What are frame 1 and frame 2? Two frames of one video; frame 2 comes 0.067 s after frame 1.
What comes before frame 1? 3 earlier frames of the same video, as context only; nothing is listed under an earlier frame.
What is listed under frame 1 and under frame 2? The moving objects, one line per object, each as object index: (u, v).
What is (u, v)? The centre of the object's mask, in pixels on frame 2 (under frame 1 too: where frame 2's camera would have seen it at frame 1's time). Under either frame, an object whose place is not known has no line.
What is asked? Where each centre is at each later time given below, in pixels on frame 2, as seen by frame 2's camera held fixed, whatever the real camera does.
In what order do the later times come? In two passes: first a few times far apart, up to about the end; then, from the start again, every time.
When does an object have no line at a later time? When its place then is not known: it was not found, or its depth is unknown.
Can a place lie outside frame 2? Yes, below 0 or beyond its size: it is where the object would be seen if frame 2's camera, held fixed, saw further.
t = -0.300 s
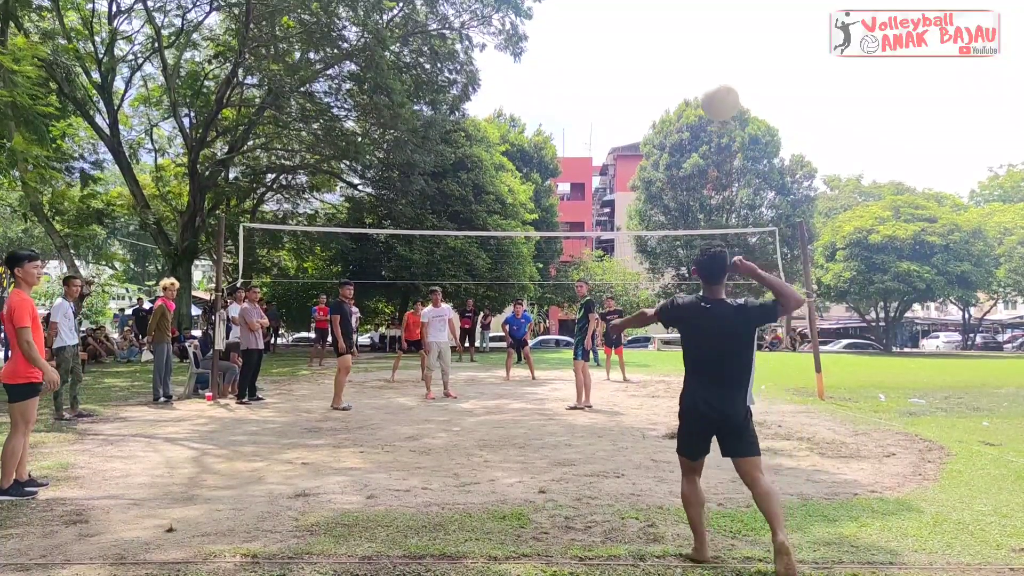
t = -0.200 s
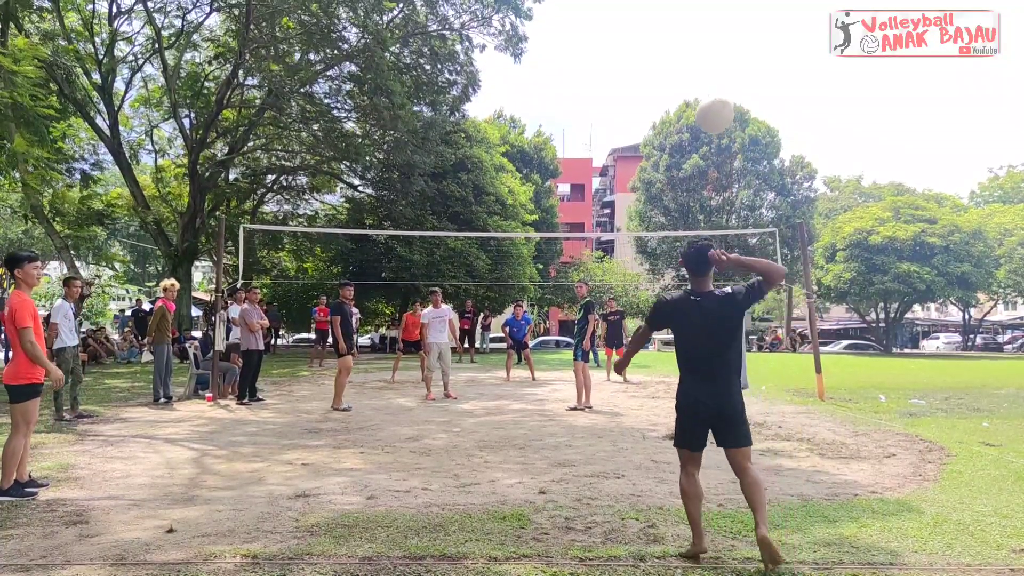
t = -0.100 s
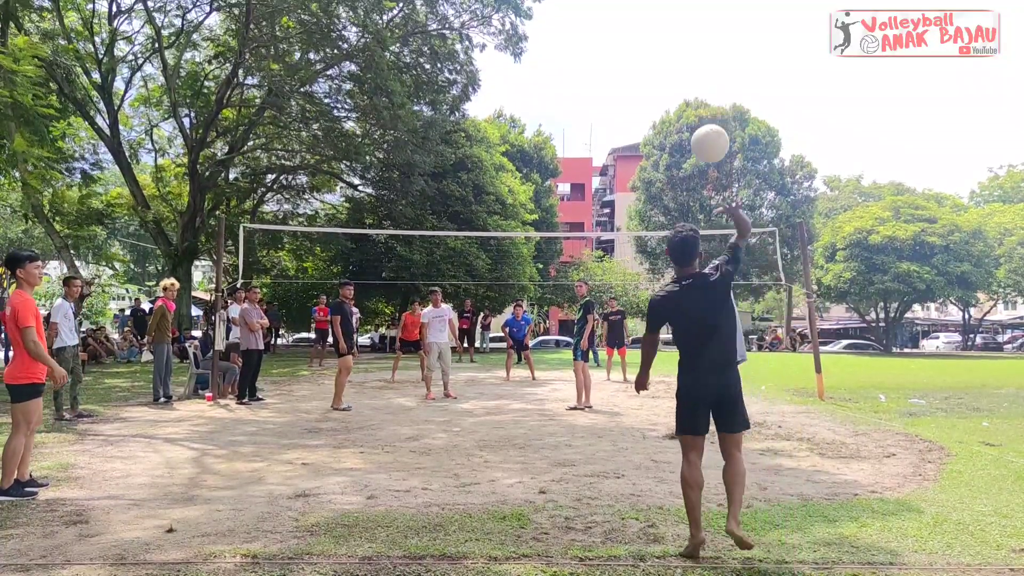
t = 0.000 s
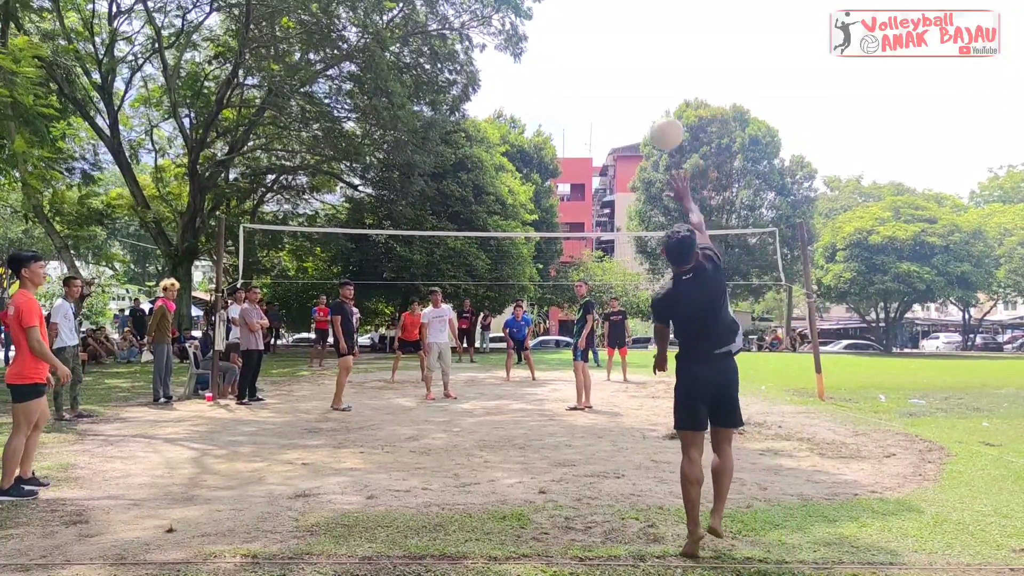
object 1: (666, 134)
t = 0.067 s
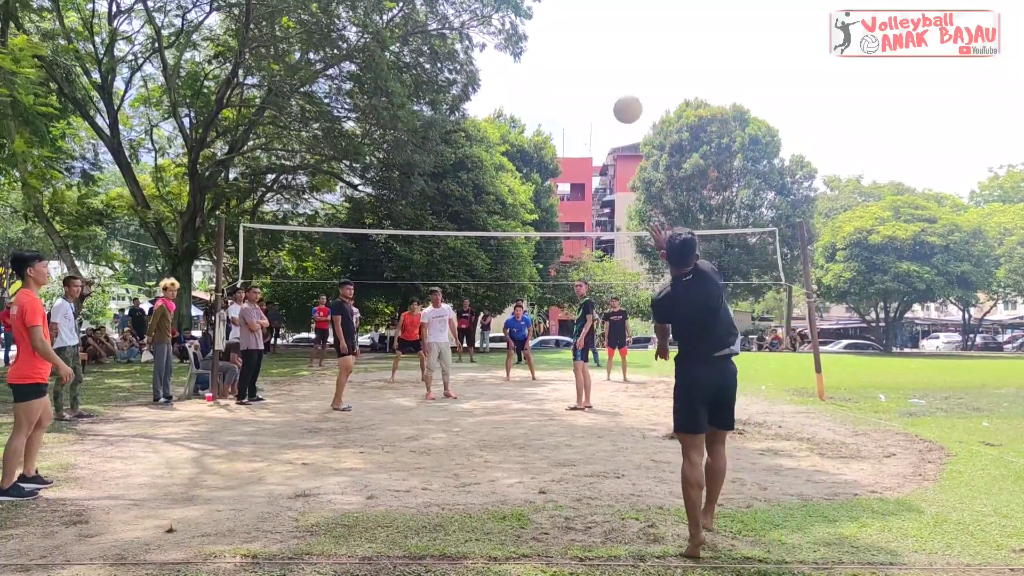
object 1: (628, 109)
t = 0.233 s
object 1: (562, 86)
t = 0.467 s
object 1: (509, 99)
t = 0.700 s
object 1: (480, 139)
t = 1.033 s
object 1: (462, 225)
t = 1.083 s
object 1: (461, 240)
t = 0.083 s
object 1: (619, 105)
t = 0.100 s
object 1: (612, 102)
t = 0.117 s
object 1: (604, 98)
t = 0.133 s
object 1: (597, 95)
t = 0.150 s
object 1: (591, 93)
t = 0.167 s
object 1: (585, 91)
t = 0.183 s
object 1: (579, 89)
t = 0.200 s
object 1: (573, 88)
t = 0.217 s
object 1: (567, 87)
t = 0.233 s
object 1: (562, 86)
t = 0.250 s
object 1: (558, 86)
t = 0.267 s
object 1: (553, 86)
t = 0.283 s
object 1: (548, 86)
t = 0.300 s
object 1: (544, 86)
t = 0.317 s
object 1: (540, 87)
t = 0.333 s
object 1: (536, 88)
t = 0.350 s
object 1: (532, 88)
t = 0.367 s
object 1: (528, 89)
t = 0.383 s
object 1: (525, 91)
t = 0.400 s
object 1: (521, 92)
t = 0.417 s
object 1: (518, 94)
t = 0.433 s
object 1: (515, 95)
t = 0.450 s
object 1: (512, 97)
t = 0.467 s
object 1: (509, 99)
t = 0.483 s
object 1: (506, 101)
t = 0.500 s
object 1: (504, 103)
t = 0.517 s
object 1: (501, 106)
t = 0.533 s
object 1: (499, 108)
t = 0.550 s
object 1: (497, 111)
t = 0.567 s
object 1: (495, 113)
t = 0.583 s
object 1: (493, 116)
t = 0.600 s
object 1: (490, 118)
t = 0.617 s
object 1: (489, 121)
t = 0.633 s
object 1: (488, 124)
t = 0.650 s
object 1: (485, 128)
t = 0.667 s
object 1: (484, 132)
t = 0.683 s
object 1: (482, 136)
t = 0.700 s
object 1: (480, 139)
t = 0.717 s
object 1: (480, 142)
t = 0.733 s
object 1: (478, 147)
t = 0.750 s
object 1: (477, 150)
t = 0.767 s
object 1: (475, 155)
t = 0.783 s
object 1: (474, 159)
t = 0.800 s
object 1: (473, 163)
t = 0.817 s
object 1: (472, 167)
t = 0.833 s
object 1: (471, 171)
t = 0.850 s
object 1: (470, 175)
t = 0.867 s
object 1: (469, 179)
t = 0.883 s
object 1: (468, 184)
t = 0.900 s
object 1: (467, 188)
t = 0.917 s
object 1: (466, 193)
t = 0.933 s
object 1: (466, 198)
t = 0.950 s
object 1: (465, 202)
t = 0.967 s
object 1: (464, 207)
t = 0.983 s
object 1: (464, 212)
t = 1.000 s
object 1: (463, 216)
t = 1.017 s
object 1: (463, 220)
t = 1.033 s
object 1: (462, 225)
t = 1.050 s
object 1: (462, 229)
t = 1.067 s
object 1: (462, 234)
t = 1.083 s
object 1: (461, 240)
